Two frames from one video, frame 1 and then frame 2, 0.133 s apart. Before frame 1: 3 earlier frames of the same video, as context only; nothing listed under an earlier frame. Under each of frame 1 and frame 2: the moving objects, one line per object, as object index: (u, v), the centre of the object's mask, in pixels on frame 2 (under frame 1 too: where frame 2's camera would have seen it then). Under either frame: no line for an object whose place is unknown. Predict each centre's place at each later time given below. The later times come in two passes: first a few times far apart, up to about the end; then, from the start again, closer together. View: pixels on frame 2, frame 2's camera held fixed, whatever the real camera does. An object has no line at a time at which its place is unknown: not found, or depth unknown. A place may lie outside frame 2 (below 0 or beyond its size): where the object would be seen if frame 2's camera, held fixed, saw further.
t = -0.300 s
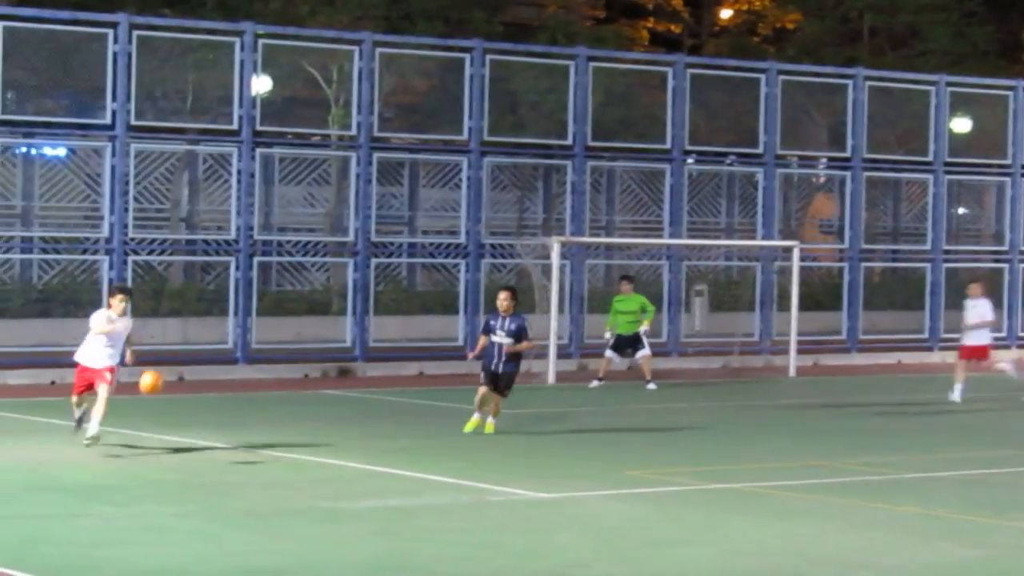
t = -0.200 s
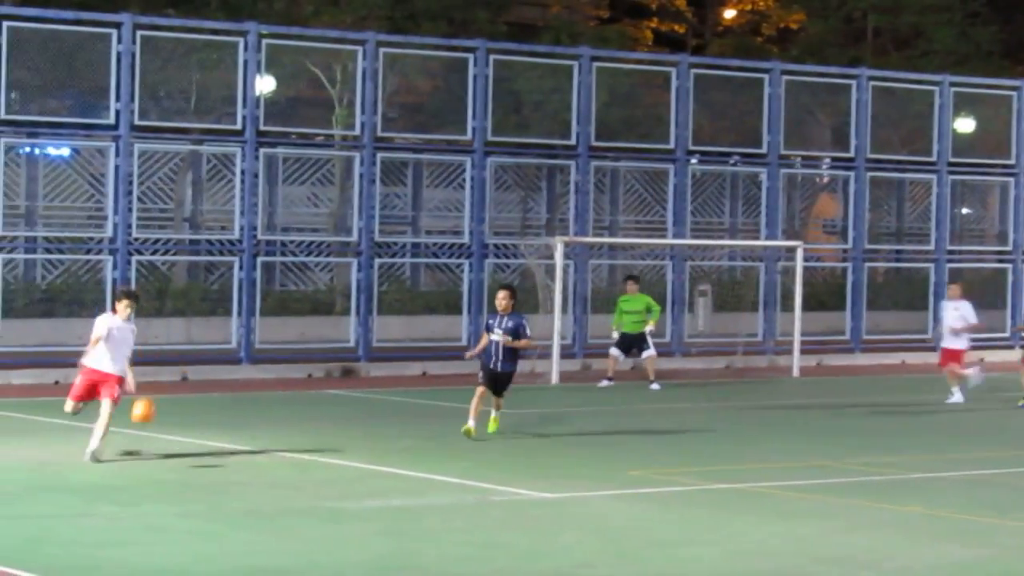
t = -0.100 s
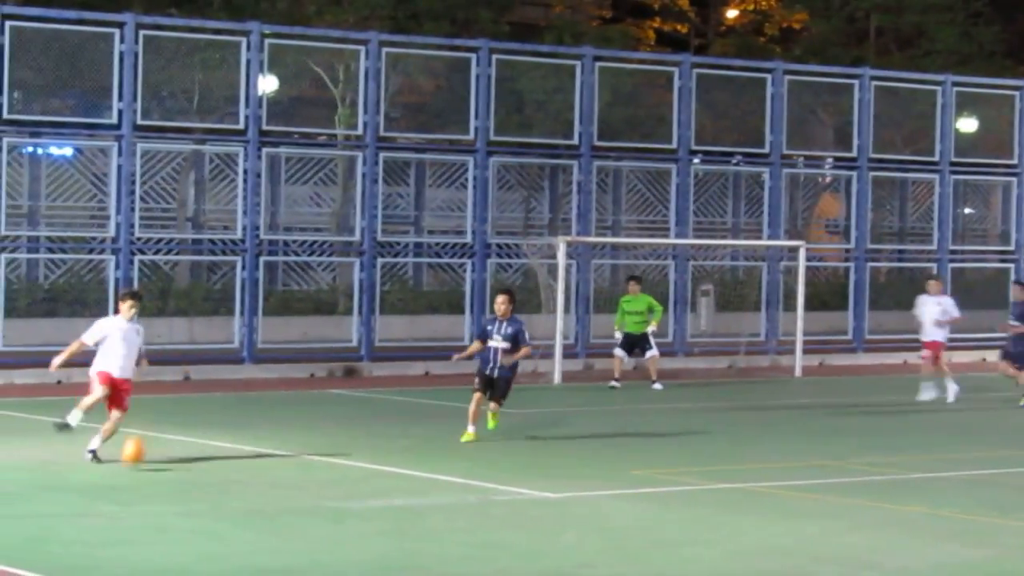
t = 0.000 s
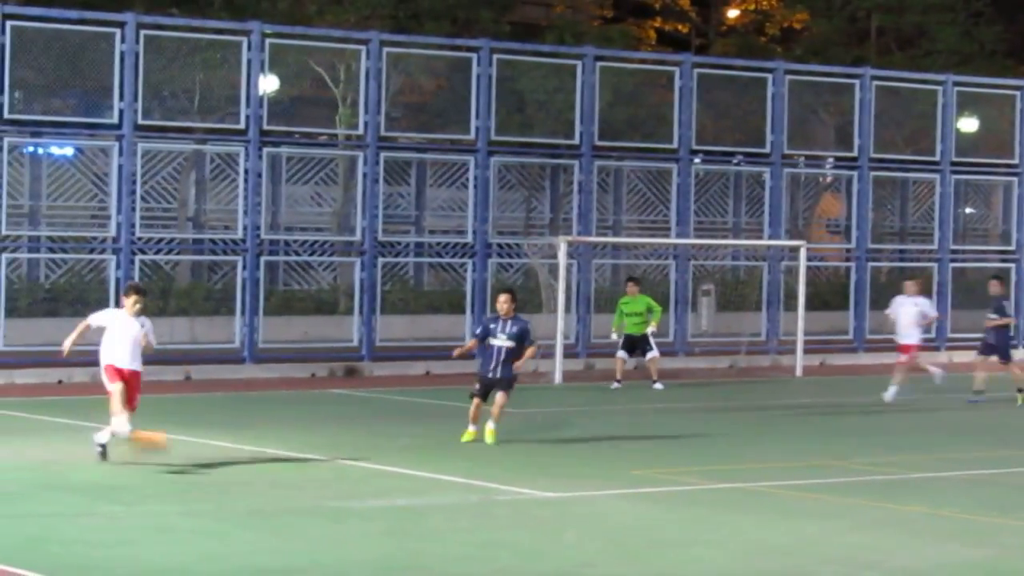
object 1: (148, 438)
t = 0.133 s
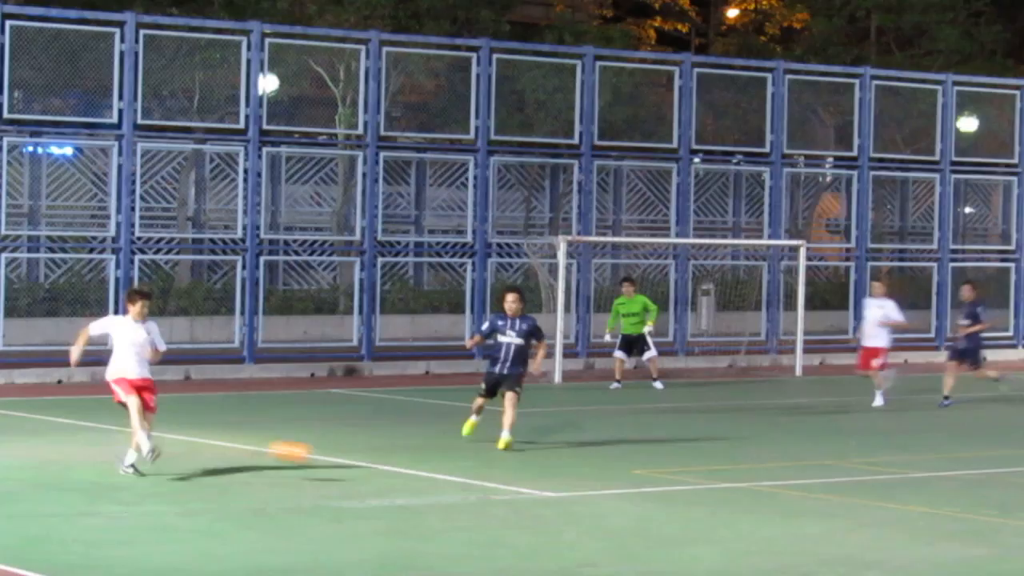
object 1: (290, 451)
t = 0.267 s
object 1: (428, 471)
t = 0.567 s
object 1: (665, 484)
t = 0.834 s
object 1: (815, 494)
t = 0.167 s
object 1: (327, 457)
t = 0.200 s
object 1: (364, 463)
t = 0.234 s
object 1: (399, 472)
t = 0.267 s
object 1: (428, 471)
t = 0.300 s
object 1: (456, 467)
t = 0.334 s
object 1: (481, 465)
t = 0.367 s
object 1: (508, 464)
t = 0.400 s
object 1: (534, 465)
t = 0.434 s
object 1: (560, 467)
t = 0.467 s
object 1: (587, 471)
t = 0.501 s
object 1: (613, 476)
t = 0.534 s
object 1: (641, 483)
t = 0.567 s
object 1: (665, 484)
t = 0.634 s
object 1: (703, 480)
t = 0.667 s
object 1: (719, 480)
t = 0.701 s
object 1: (741, 481)
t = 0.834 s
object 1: (815, 494)
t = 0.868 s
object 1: (830, 493)
